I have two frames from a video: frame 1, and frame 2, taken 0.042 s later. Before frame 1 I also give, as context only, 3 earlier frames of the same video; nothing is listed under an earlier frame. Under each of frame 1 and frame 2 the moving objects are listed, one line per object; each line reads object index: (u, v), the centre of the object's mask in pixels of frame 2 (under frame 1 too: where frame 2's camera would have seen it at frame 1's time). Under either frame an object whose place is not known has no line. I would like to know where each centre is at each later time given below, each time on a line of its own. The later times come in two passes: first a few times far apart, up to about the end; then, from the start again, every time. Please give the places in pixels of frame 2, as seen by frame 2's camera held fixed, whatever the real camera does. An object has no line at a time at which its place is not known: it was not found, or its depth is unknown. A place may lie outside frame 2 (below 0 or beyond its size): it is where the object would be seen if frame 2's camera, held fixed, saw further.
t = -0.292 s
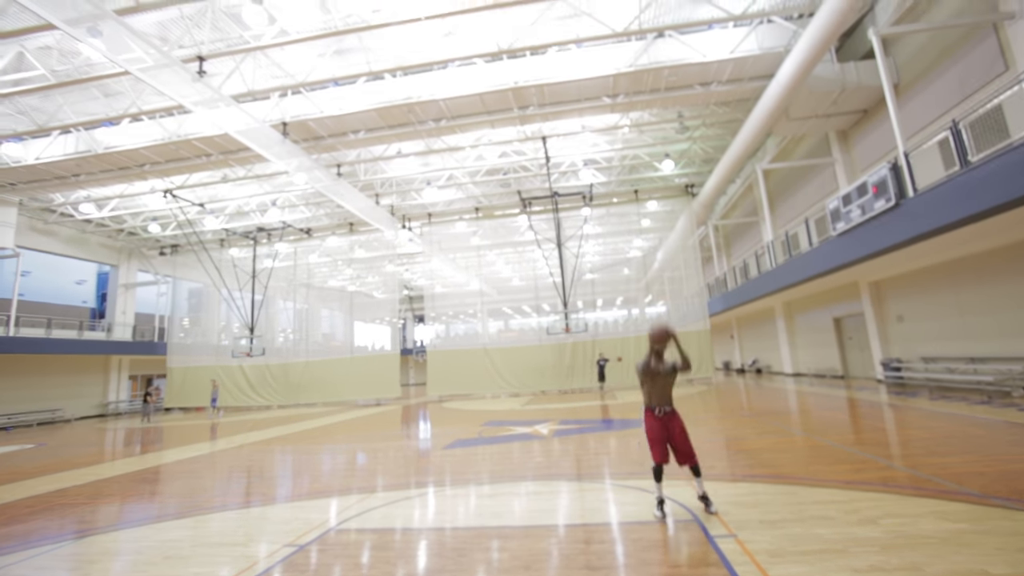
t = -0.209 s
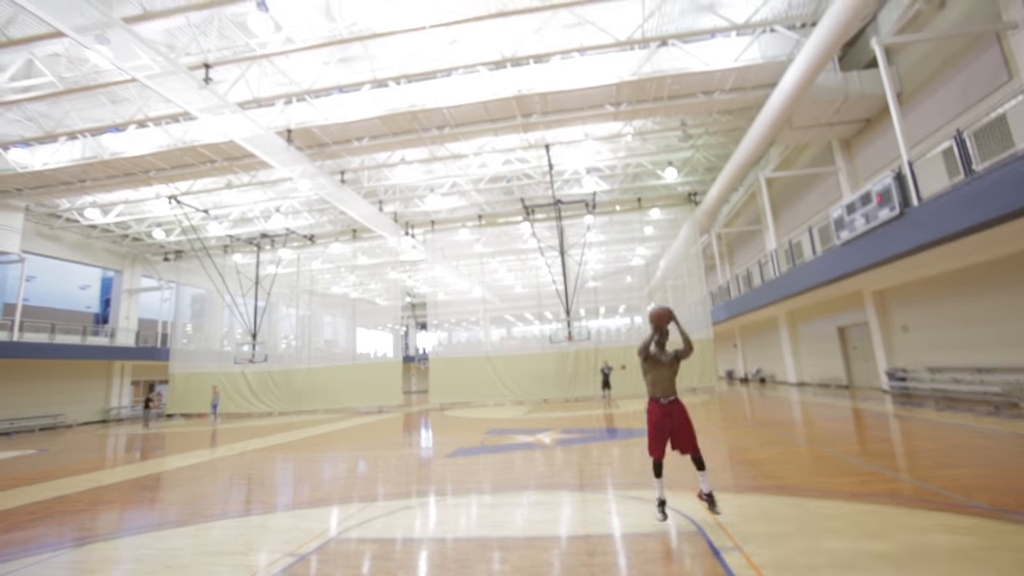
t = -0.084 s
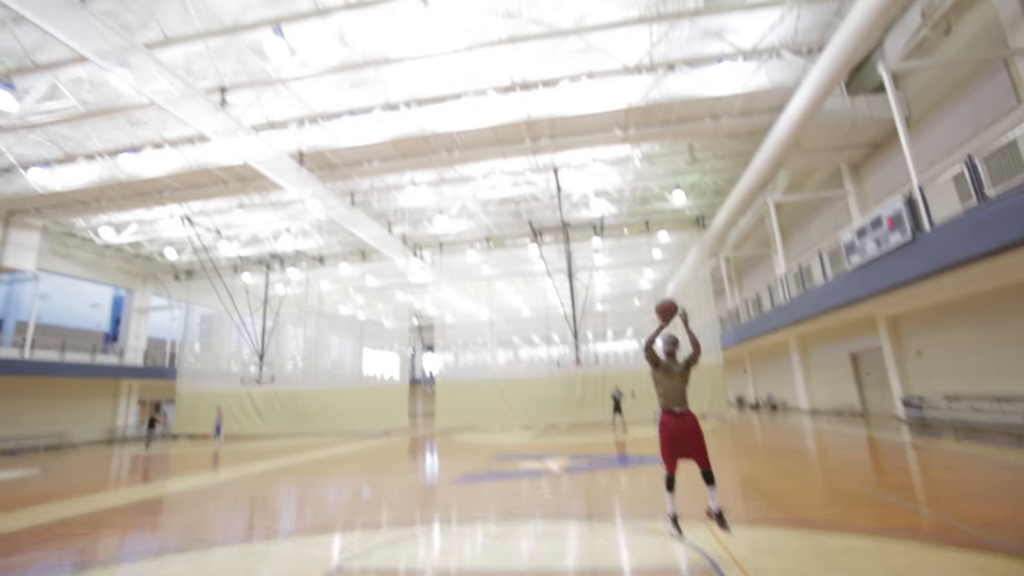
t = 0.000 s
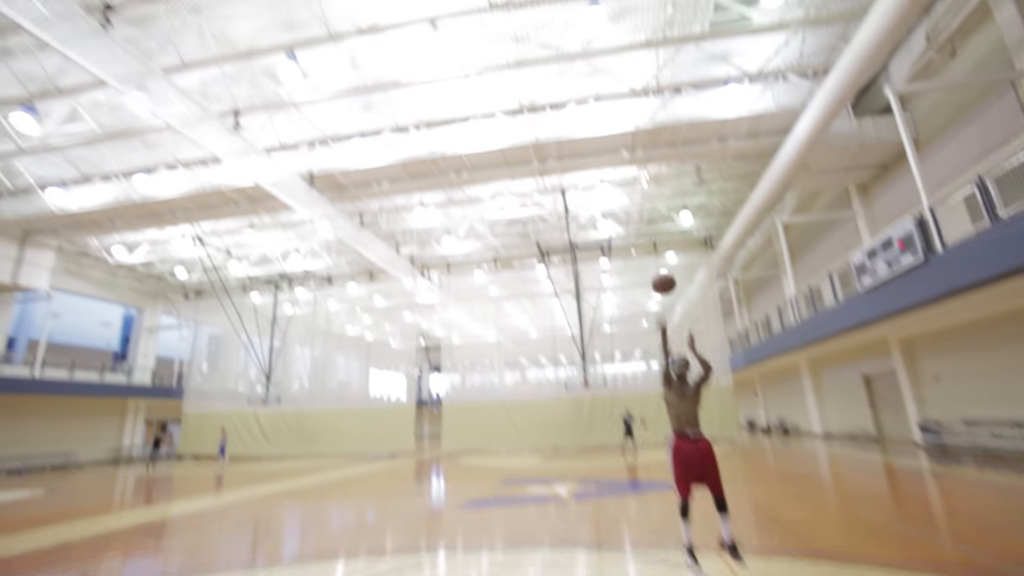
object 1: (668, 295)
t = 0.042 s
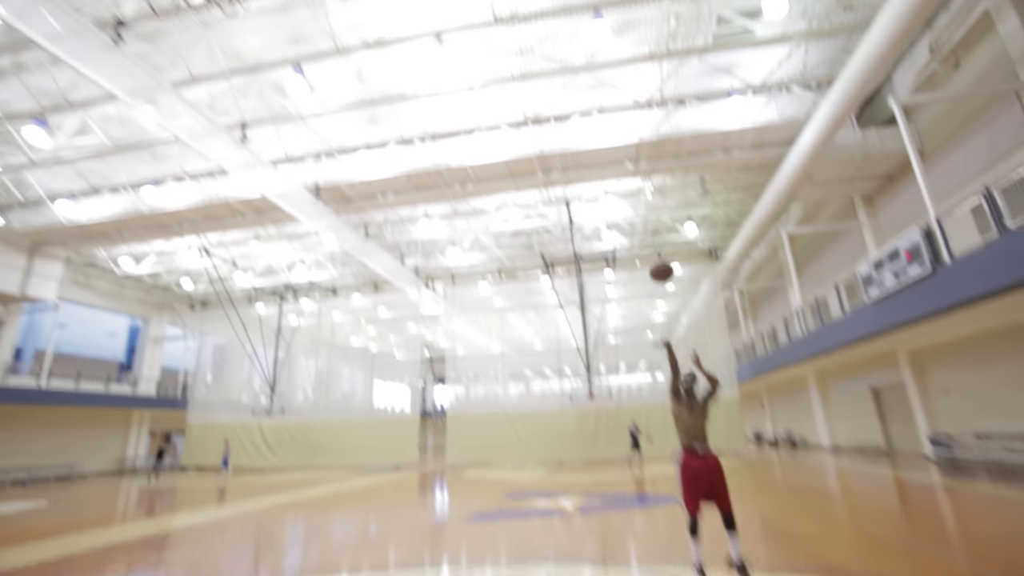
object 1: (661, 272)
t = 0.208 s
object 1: (630, 184)
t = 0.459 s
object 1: (575, 72)
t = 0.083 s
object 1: (654, 249)
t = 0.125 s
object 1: (646, 226)
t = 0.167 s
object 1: (638, 205)
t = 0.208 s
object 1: (630, 184)
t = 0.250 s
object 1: (622, 164)
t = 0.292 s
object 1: (614, 145)
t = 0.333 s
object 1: (604, 125)
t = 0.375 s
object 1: (595, 108)
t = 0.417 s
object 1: (586, 90)
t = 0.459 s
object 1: (575, 72)
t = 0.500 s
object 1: (565, 56)
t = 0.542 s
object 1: (553, 40)
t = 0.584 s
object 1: (540, 24)
